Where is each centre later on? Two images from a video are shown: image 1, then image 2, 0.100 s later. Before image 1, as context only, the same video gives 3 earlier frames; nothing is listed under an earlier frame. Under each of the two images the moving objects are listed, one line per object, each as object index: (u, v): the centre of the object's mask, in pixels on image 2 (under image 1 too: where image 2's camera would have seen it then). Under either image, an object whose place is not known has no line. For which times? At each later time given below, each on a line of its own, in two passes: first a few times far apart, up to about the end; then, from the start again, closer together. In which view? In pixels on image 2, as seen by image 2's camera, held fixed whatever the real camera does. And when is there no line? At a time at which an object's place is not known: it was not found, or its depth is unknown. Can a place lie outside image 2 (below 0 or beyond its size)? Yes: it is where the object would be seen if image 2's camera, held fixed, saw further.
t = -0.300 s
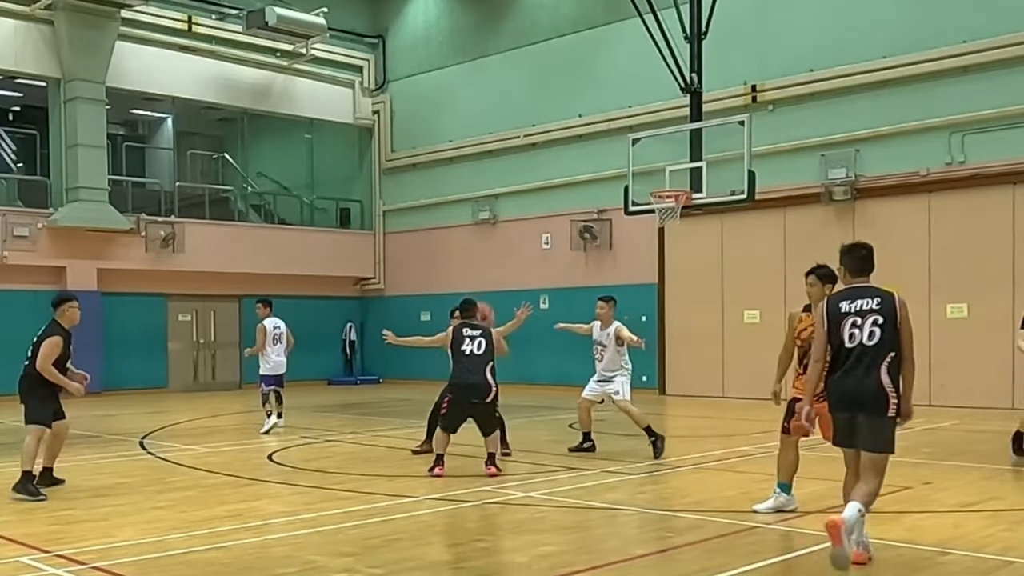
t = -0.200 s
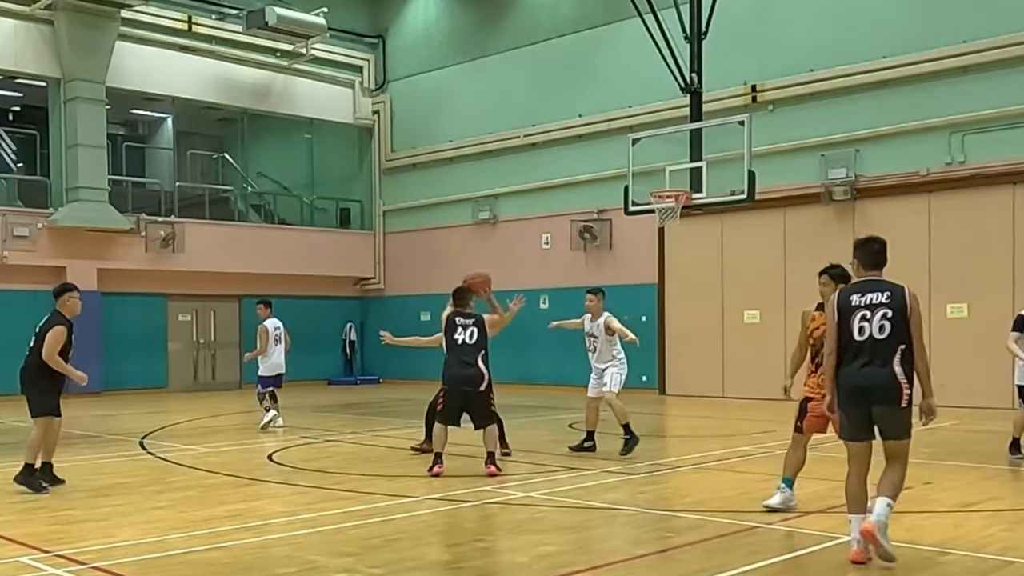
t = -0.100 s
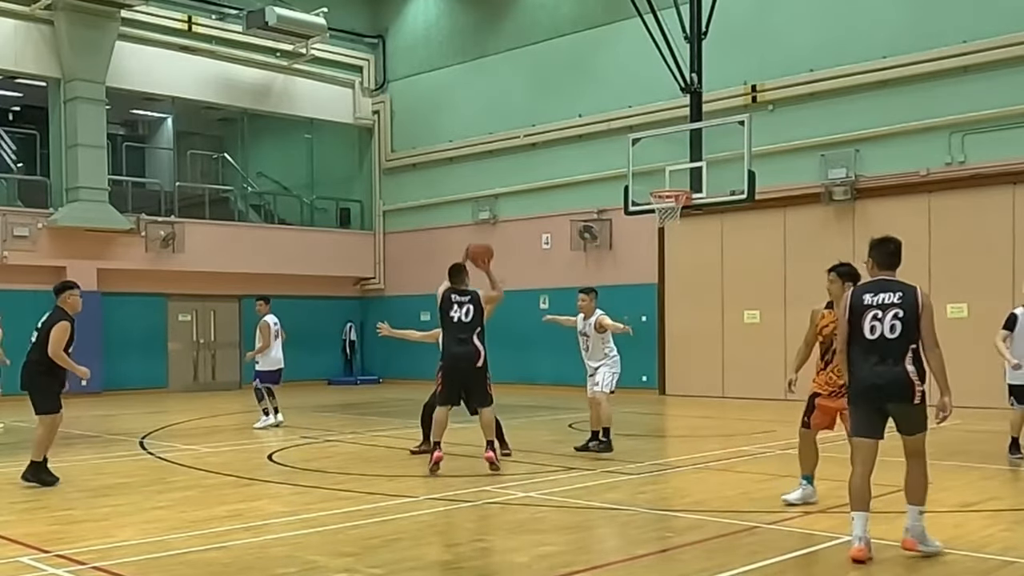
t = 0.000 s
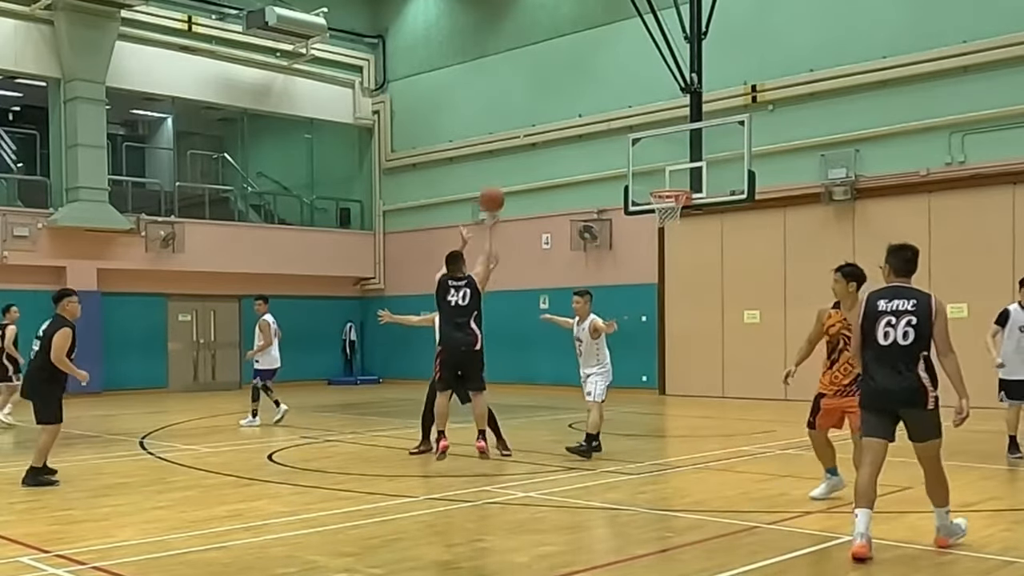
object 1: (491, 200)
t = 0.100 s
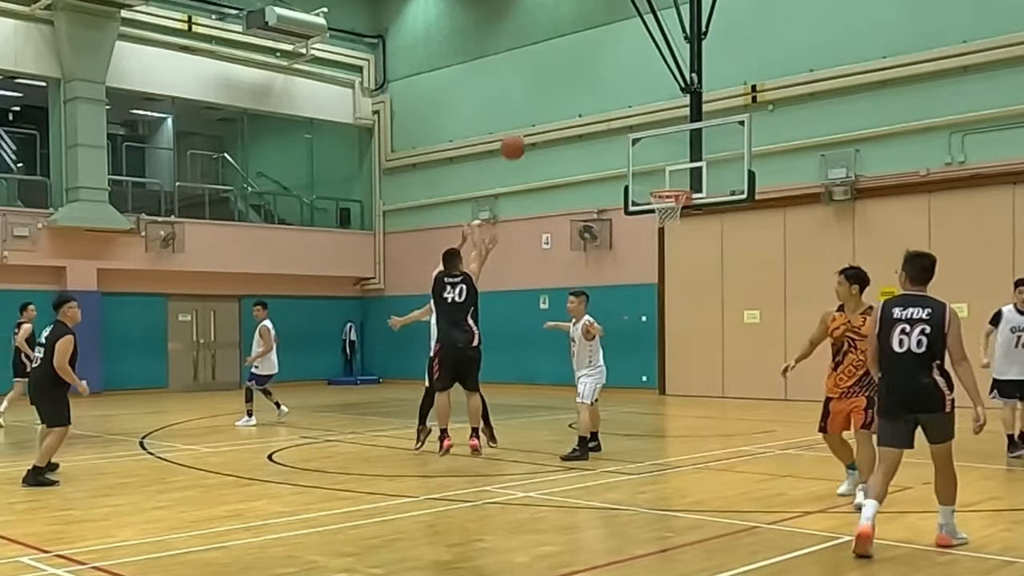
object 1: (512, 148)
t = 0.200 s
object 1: (532, 108)
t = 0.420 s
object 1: (570, 63)
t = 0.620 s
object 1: (600, 62)
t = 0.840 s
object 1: (630, 98)
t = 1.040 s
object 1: (653, 158)
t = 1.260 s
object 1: (672, 220)
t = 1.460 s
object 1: (684, 263)
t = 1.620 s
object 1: (694, 316)
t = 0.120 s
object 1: (517, 139)
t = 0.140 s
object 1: (520, 130)
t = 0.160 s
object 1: (524, 122)
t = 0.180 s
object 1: (528, 115)
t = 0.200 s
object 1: (532, 108)
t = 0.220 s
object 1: (535, 102)
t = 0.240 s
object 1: (539, 96)
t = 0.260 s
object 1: (543, 91)
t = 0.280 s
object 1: (546, 86)
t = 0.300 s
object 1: (550, 82)
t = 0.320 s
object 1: (553, 77)
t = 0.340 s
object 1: (557, 73)
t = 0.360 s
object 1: (560, 70)
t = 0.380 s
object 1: (563, 68)
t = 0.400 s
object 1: (567, 65)
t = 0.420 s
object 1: (570, 63)
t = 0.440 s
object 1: (573, 61)
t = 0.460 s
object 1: (576, 60)
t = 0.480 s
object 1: (579, 59)
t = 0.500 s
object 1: (582, 58)
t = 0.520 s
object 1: (586, 58)
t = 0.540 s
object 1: (588, 58)
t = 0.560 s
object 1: (591, 59)
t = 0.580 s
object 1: (594, 59)
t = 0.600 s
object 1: (597, 61)
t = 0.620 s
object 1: (600, 62)
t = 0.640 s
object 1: (603, 64)
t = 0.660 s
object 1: (606, 66)
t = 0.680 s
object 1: (609, 68)
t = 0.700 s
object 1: (611, 71)
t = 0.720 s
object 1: (614, 74)
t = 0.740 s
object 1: (617, 77)
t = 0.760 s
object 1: (619, 81)
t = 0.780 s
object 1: (622, 84)
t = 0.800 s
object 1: (625, 89)
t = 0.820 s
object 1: (627, 93)
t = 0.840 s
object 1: (630, 98)
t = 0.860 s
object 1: (632, 103)
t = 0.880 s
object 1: (635, 108)
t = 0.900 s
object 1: (637, 113)
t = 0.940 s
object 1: (642, 125)
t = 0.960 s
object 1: (643, 131)
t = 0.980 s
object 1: (646, 138)
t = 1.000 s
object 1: (648, 145)
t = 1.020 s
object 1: (651, 152)
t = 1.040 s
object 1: (653, 158)
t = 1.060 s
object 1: (655, 165)
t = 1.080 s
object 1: (657, 173)
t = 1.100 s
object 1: (659, 180)
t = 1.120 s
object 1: (661, 185)
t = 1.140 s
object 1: (663, 194)
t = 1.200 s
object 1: (669, 214)
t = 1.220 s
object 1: (670, 215)
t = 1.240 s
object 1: (671, 217)
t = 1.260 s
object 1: (672, 220)
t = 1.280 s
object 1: (673, 223)
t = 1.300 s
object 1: (675, 226)
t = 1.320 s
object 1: (676, 230)
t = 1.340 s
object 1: (677, 234)
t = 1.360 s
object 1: (678, 238)
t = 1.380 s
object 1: (679, 242)
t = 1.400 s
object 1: (681, 247)
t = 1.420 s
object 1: (682, 252)
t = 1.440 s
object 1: (683, 257)
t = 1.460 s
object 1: (684, 263)
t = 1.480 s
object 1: (686, 269)
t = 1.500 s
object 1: (687, 275)
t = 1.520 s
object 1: (688, 281)
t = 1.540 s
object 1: (689, 287)
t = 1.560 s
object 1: (691, 294)
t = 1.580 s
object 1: (692, 301)
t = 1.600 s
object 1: (693, 309)
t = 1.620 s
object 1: (694, 316)
